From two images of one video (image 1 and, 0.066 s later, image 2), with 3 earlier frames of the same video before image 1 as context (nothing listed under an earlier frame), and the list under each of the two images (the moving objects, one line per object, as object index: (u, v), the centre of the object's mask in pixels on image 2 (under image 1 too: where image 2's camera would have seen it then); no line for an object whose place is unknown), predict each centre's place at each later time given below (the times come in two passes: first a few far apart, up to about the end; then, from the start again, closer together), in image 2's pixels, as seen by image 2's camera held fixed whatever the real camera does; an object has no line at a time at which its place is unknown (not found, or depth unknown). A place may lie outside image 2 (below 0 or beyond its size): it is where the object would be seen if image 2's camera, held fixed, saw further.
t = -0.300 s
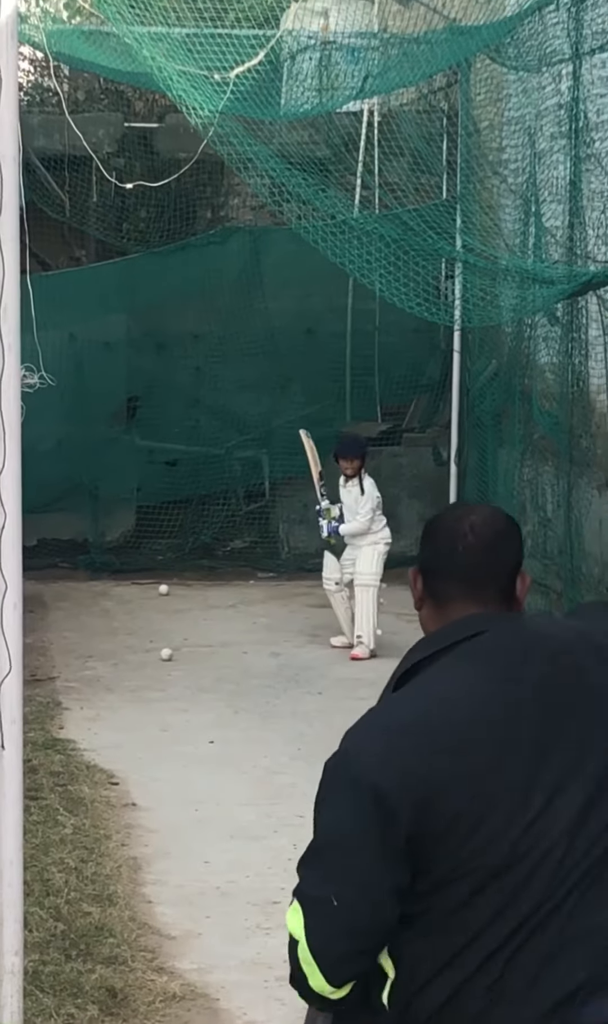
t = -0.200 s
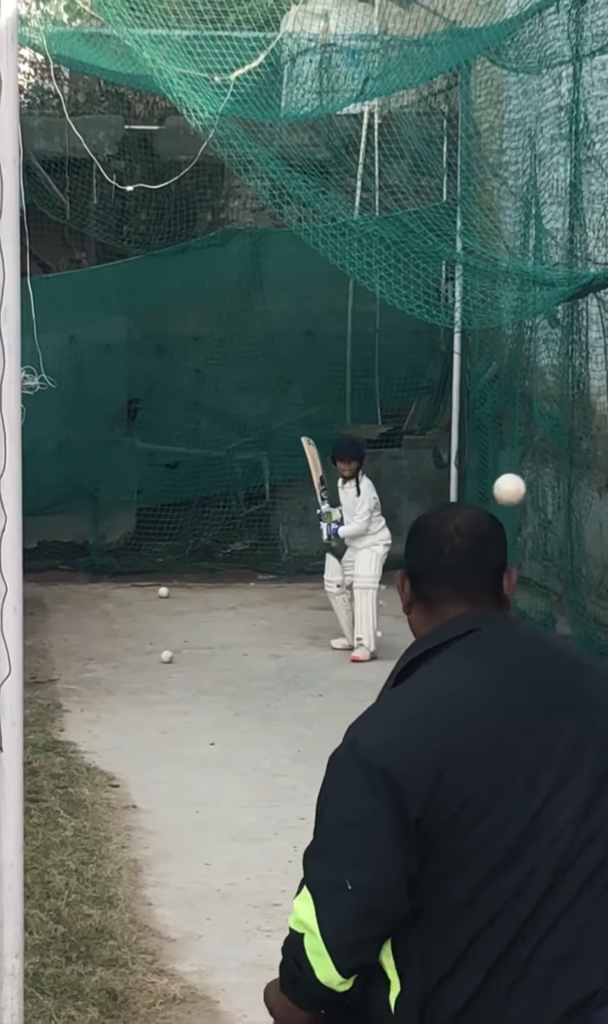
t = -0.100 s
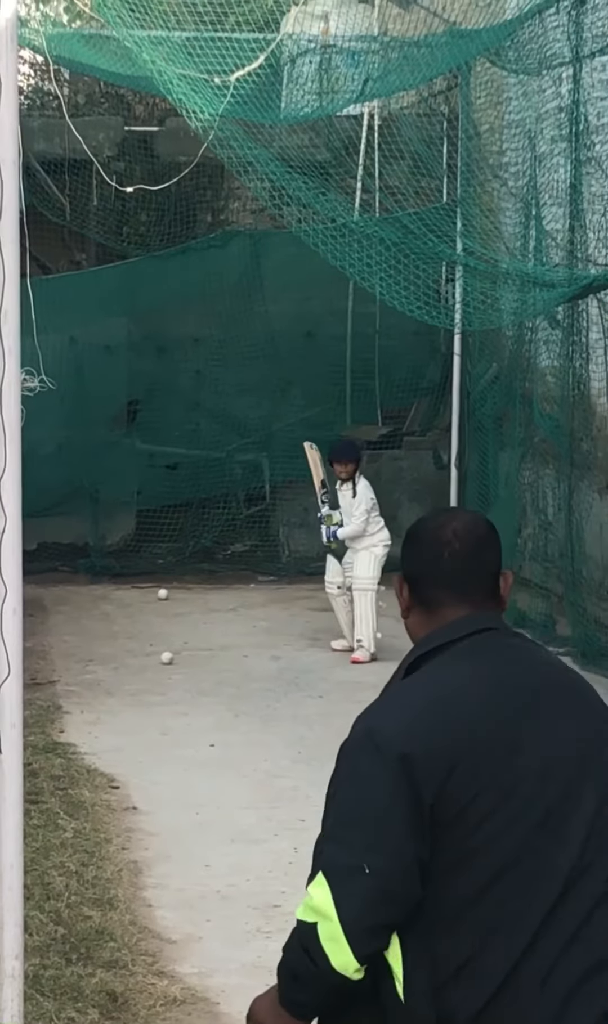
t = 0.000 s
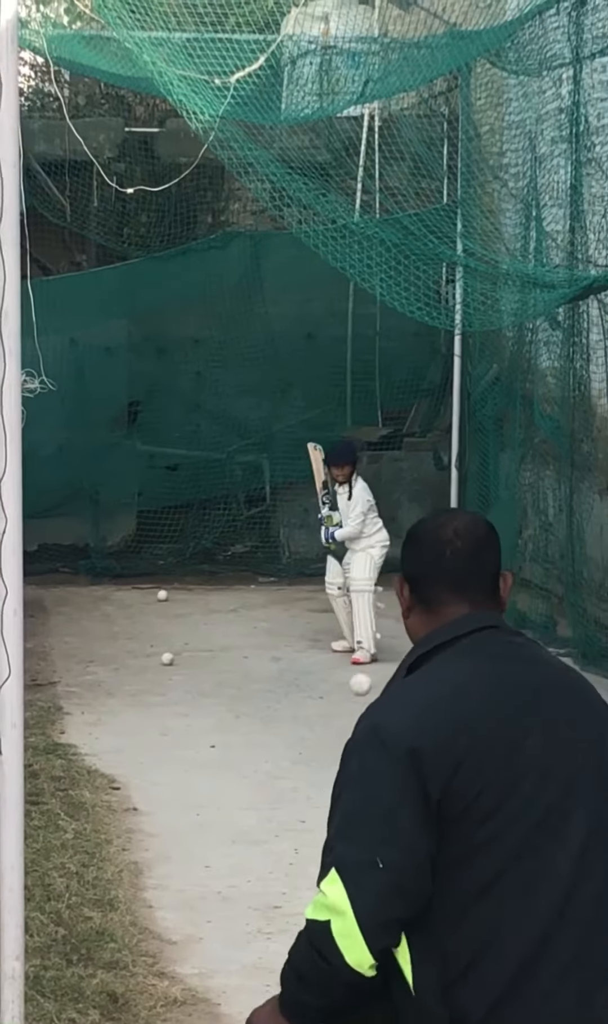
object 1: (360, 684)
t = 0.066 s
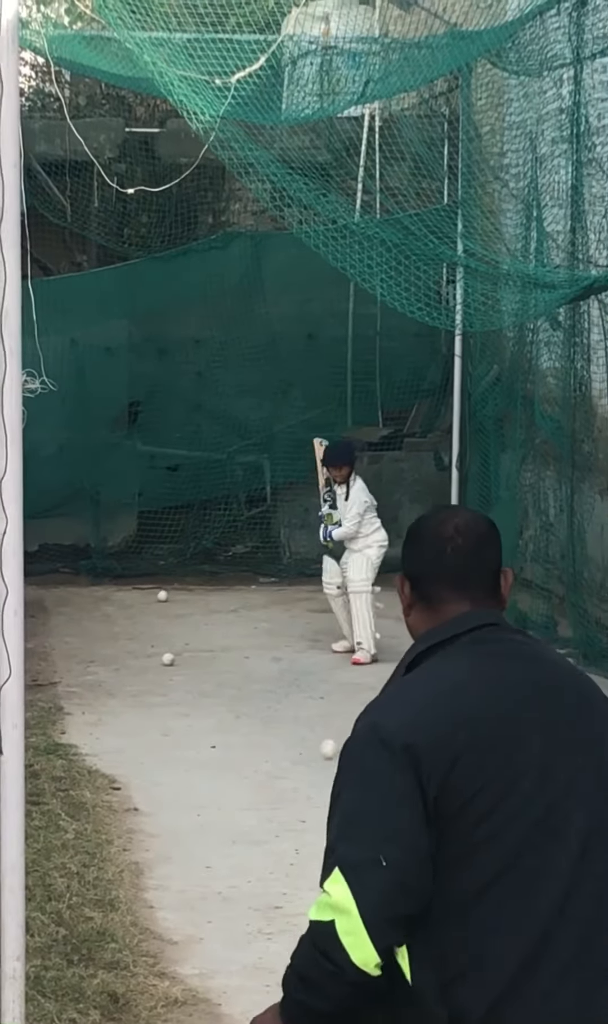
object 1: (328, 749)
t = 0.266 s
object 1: (273, 657)
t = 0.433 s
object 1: (245, 539)
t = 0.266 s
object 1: (273, 657)
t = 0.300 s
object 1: (266, 625)
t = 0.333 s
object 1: (260, 597)
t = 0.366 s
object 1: (255, 575)
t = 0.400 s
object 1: (250, 555)
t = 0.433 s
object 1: (245, 539)
